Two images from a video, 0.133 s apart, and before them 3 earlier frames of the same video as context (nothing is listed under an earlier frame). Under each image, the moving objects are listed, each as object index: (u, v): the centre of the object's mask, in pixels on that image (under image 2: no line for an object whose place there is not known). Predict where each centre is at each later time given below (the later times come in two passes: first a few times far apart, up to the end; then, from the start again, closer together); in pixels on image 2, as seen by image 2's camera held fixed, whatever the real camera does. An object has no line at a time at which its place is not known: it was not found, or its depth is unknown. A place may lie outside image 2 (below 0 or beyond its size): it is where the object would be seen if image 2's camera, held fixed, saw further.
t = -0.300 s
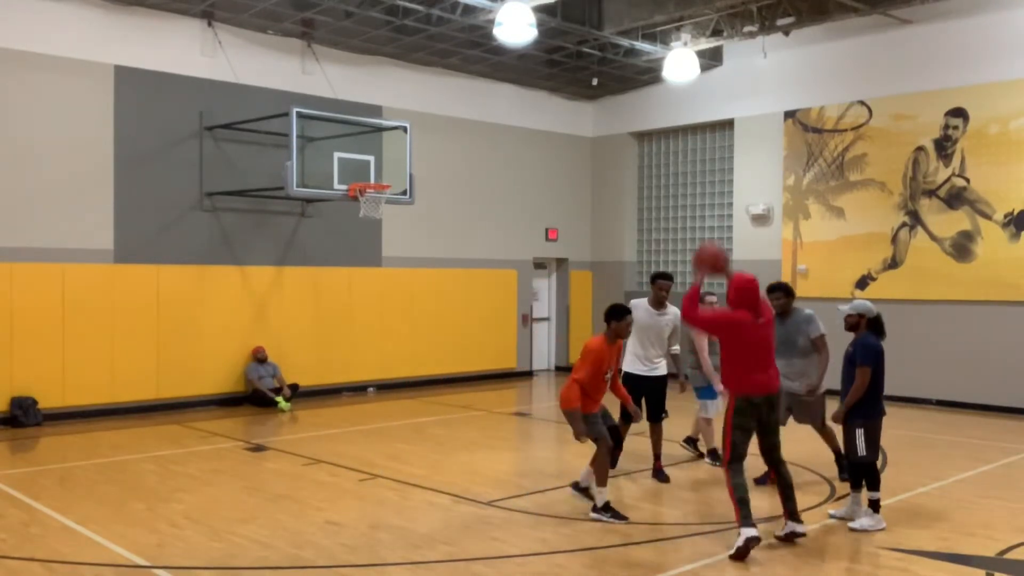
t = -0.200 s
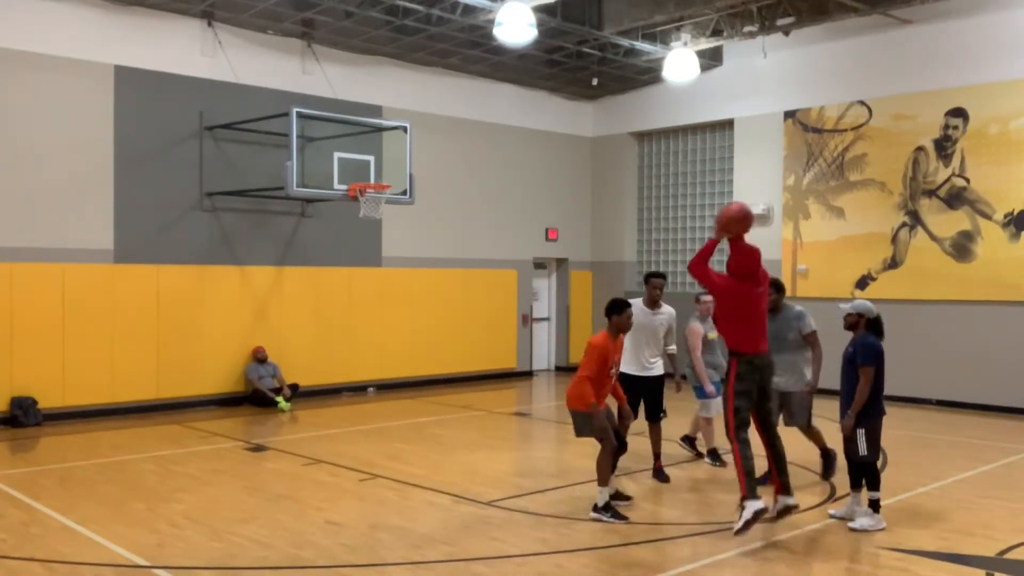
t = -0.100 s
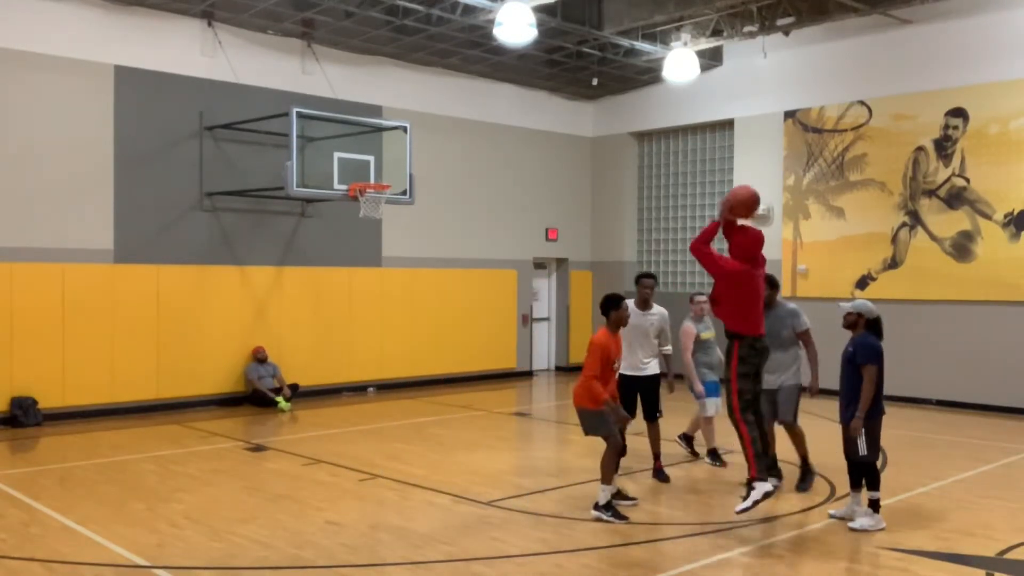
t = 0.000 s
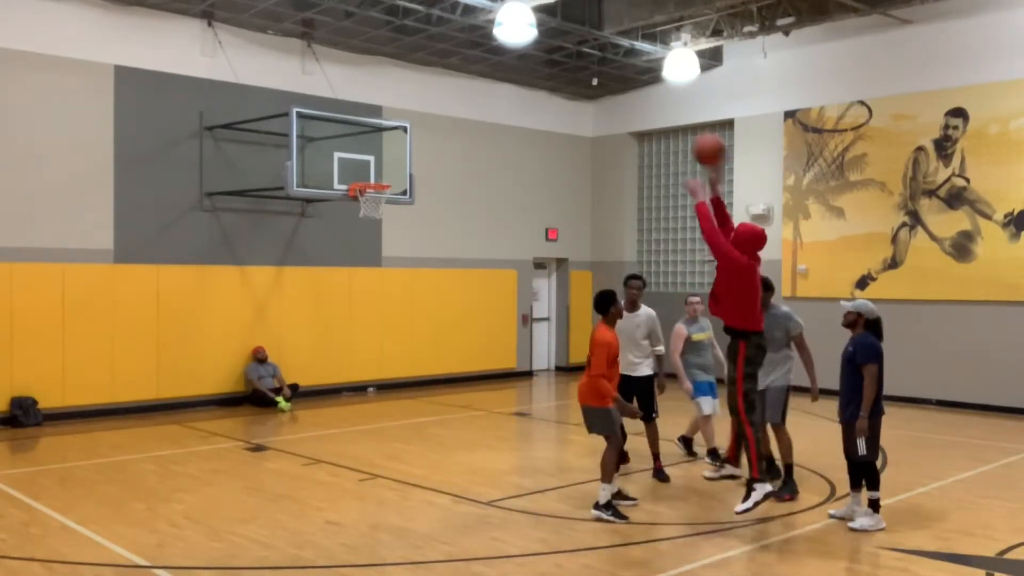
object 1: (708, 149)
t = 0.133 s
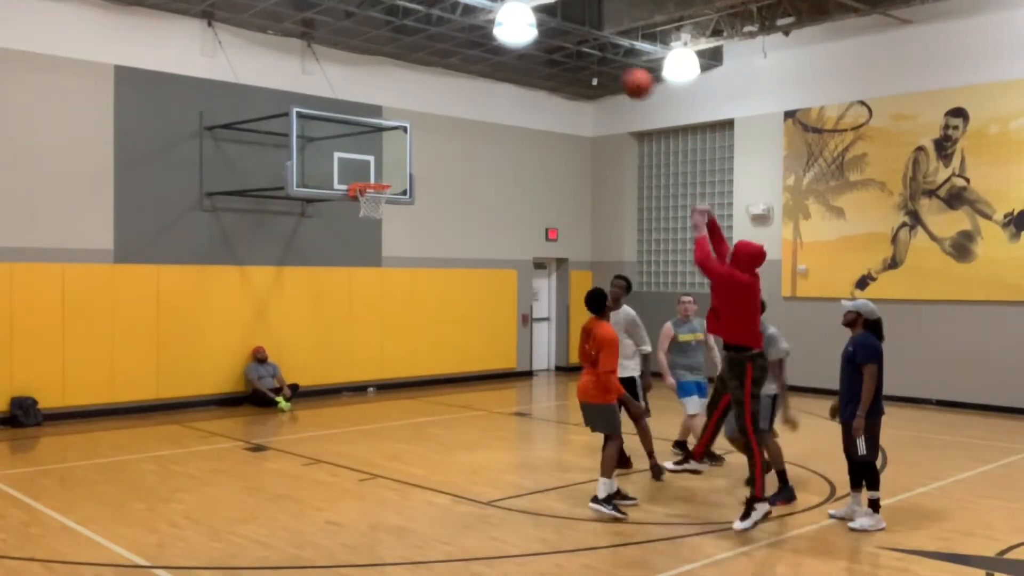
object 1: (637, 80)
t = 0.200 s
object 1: (608, 60)
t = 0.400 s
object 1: (527, 36)
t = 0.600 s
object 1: (464, 52)
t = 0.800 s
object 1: (413, 99)
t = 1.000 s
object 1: (372, 169)
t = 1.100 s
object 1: (368, 207)
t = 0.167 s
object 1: (622, 68)
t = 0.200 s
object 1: (608, 60)
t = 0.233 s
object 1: (592, 51)
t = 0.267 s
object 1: (577, 44)
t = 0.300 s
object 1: (565, 40)
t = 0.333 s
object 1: (553, 36)
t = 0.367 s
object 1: (539, 36)
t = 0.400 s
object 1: (527, 36)
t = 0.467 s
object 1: (502, 37)
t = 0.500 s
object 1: (490, 40)
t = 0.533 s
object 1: (482, 43)
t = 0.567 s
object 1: (473, 47)
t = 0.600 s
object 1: (464, 52)
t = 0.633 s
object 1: (454, 59)
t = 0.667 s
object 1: (445, 65)
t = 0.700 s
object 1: (436, 73)
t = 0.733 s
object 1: (427, 80)
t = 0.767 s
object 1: (420, 89)
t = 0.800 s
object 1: (413, 99)
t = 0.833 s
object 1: (405, 109)
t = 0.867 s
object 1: (398, 120)
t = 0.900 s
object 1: (391, 131)
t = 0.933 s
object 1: (384, 144)
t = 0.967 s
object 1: (378, 156)
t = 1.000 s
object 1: (372, 169)
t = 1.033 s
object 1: (368, 179)
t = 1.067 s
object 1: (365, 194)
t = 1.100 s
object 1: (368, 207)
